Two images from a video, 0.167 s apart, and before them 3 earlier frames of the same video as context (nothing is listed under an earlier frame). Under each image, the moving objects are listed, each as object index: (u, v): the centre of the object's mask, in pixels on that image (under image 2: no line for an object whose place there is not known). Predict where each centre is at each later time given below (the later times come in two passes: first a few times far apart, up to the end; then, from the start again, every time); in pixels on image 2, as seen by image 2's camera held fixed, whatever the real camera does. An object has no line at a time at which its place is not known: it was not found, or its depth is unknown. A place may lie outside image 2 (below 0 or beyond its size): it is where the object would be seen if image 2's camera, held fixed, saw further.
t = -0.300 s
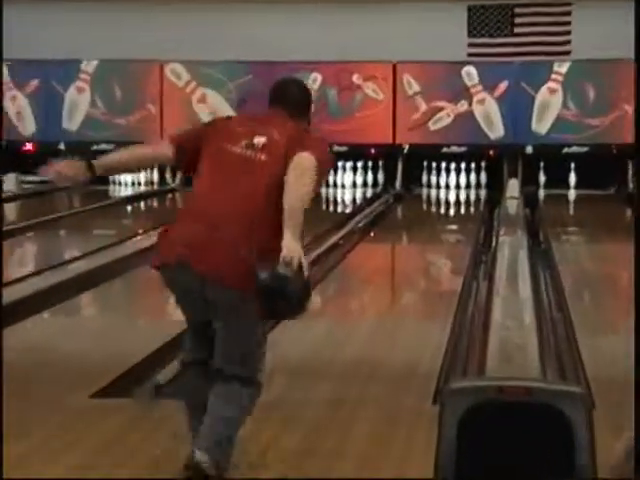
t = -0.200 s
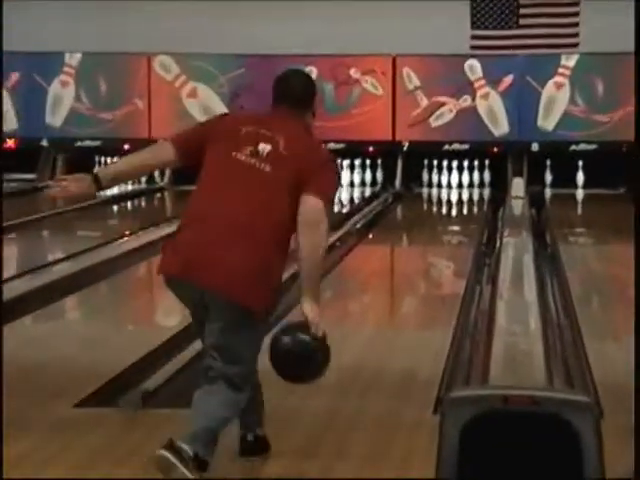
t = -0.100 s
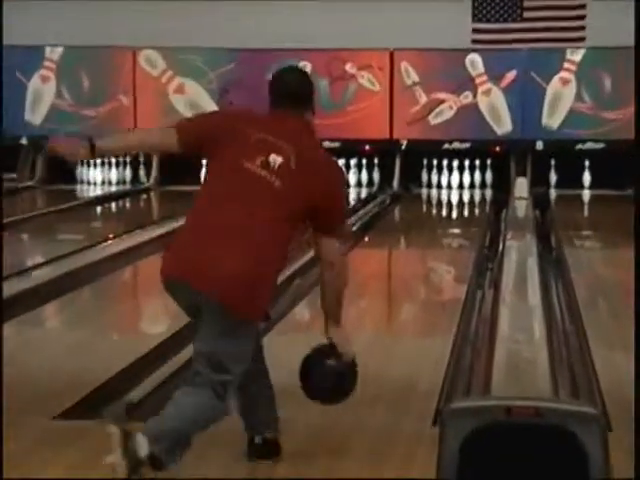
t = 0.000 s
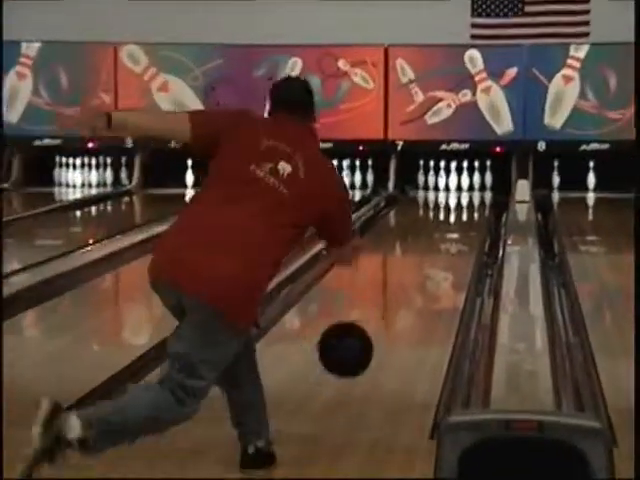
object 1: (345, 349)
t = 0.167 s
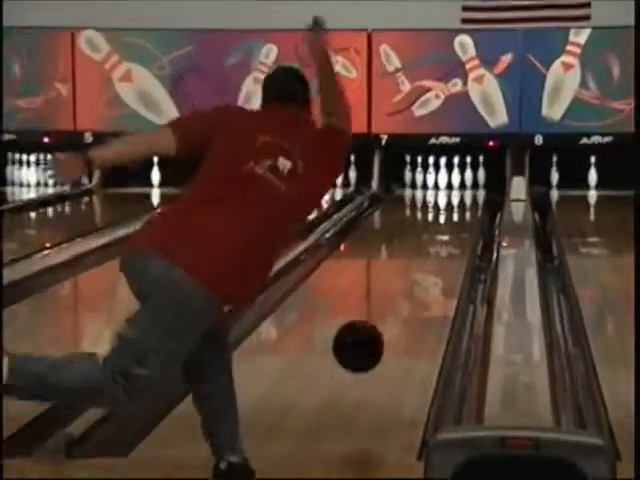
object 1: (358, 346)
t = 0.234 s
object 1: (368, 358)
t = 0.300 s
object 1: (377, 348)
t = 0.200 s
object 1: (363, 351)
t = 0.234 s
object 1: (368, 358)
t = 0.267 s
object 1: (372, 357)
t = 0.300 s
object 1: (377, 348)
